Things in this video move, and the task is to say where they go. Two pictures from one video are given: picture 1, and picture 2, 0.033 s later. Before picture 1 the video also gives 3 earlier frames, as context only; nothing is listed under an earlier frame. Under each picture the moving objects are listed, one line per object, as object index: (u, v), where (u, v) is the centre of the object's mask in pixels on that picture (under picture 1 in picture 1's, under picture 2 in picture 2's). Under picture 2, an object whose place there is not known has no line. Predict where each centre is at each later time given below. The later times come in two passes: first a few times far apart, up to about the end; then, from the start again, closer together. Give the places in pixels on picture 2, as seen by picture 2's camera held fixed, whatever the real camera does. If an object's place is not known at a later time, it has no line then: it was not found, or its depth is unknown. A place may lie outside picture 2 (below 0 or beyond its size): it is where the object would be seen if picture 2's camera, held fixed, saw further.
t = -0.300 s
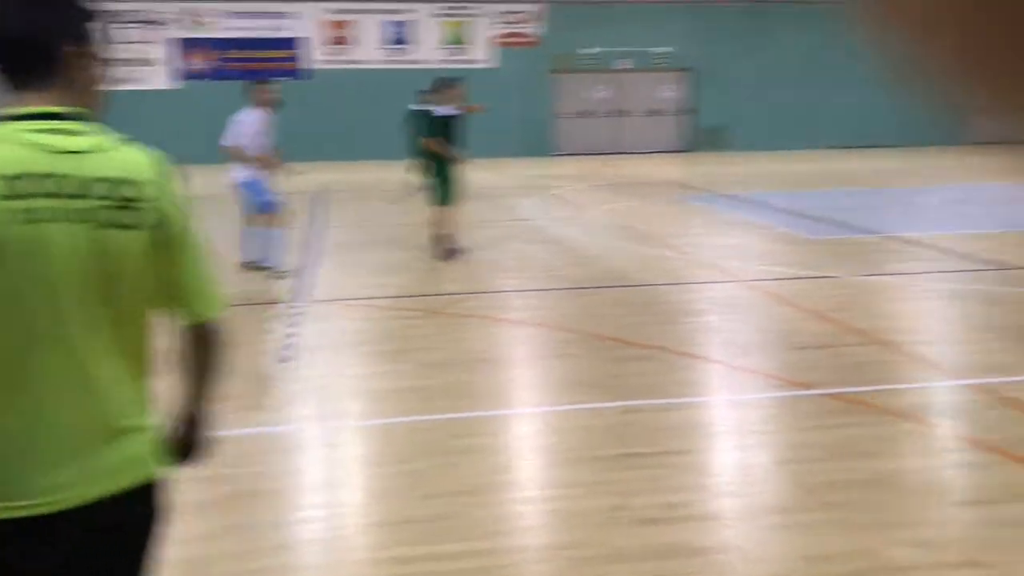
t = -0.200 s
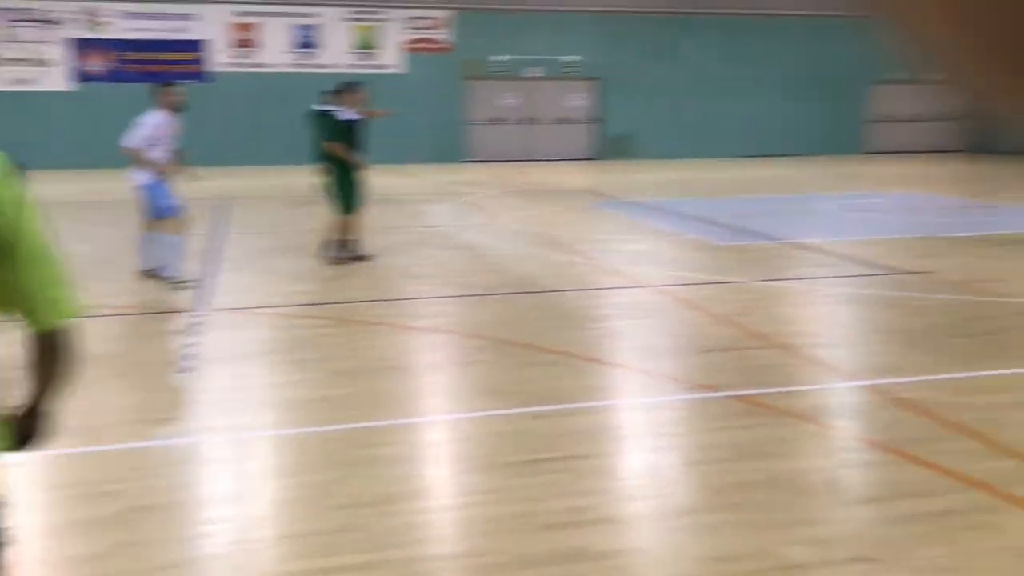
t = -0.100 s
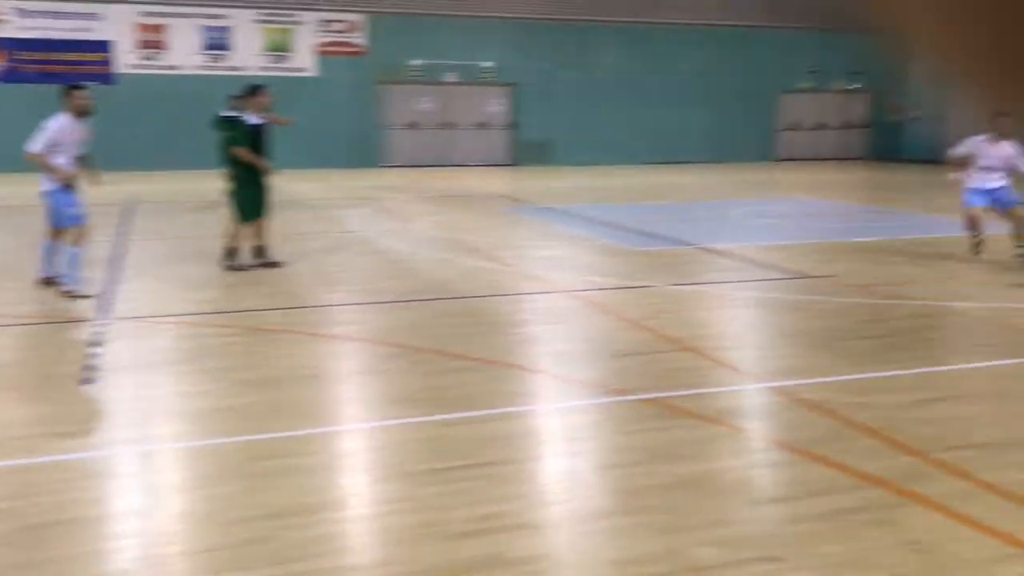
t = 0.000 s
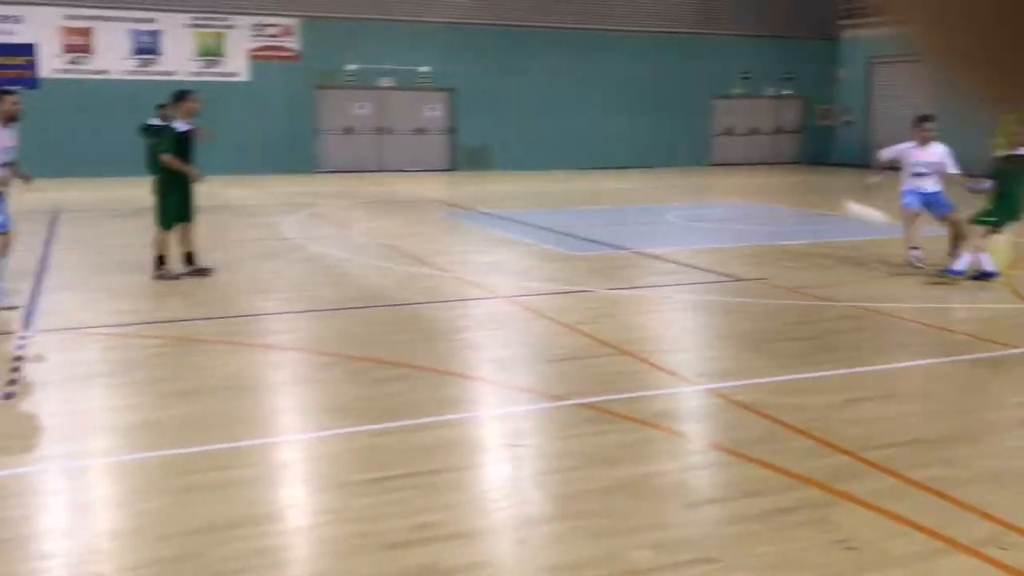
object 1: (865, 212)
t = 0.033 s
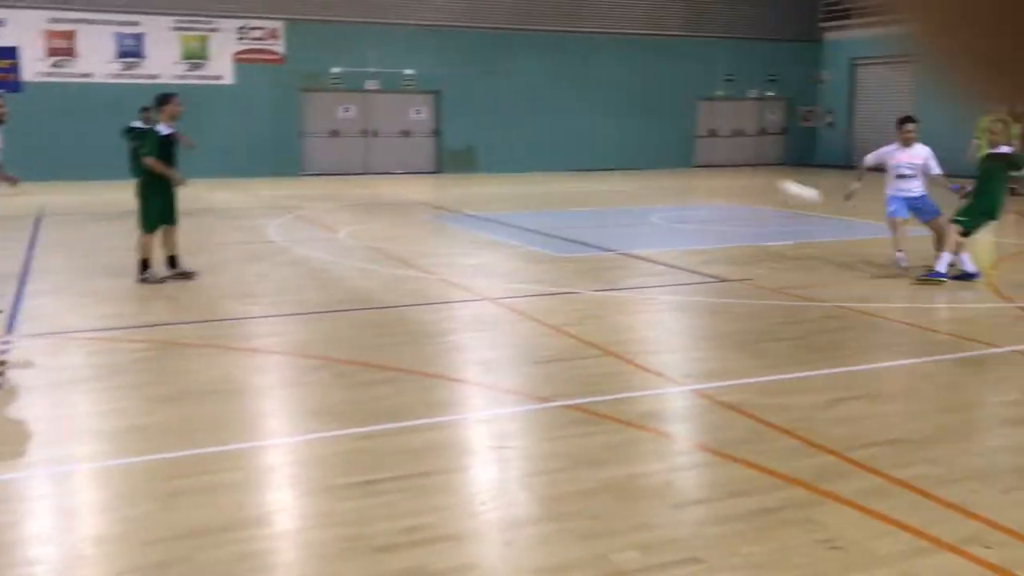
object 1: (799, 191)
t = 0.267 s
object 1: (543, 95)
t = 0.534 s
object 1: (355, 54)
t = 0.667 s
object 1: (287, 54)
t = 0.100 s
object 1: (713, 156)
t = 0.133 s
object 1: (674, 142)
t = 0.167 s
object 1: (638, 128)
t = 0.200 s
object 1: (605, 116)
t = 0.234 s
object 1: (573, 105)
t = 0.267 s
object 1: (543, 95)
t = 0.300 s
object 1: (515, 87)
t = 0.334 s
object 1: (488, 79)
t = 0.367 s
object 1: (463, 73)
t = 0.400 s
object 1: (439, 67)
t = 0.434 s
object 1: (416, 63)
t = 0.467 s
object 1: (395, 60)
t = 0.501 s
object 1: (374, 57)
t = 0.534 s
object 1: (355, 54)
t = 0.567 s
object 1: (339, 54)
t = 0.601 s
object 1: (317, 52)
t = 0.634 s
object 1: (302, 54)
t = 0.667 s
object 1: (287, 54)
